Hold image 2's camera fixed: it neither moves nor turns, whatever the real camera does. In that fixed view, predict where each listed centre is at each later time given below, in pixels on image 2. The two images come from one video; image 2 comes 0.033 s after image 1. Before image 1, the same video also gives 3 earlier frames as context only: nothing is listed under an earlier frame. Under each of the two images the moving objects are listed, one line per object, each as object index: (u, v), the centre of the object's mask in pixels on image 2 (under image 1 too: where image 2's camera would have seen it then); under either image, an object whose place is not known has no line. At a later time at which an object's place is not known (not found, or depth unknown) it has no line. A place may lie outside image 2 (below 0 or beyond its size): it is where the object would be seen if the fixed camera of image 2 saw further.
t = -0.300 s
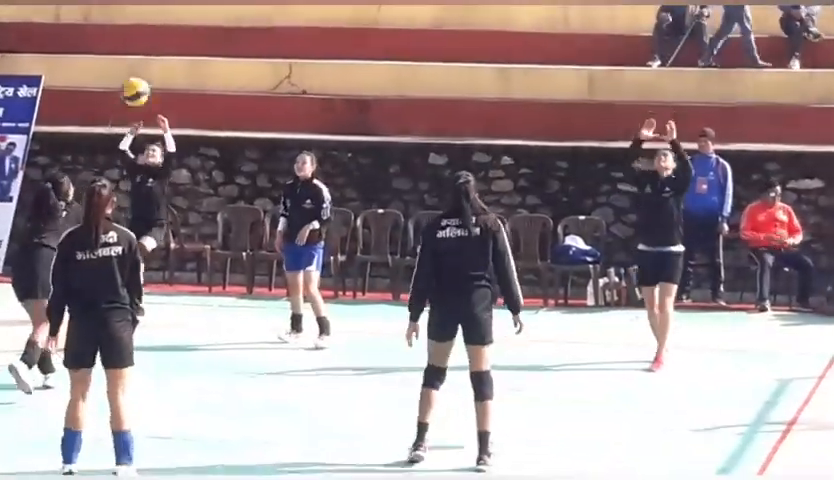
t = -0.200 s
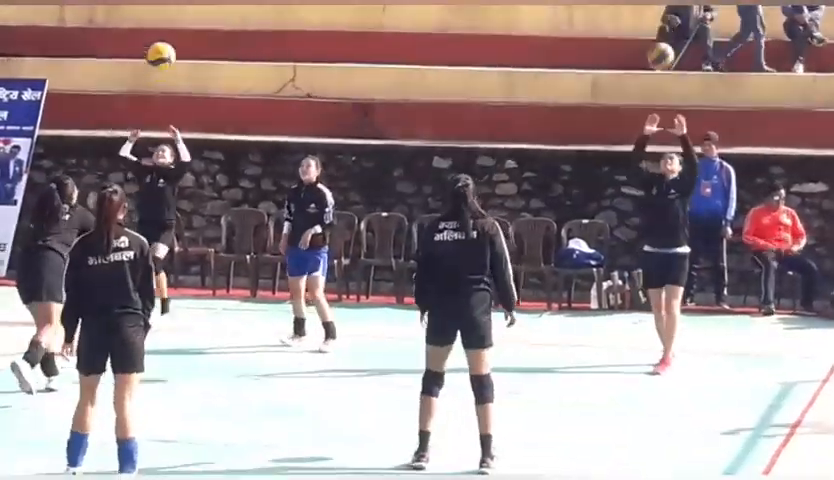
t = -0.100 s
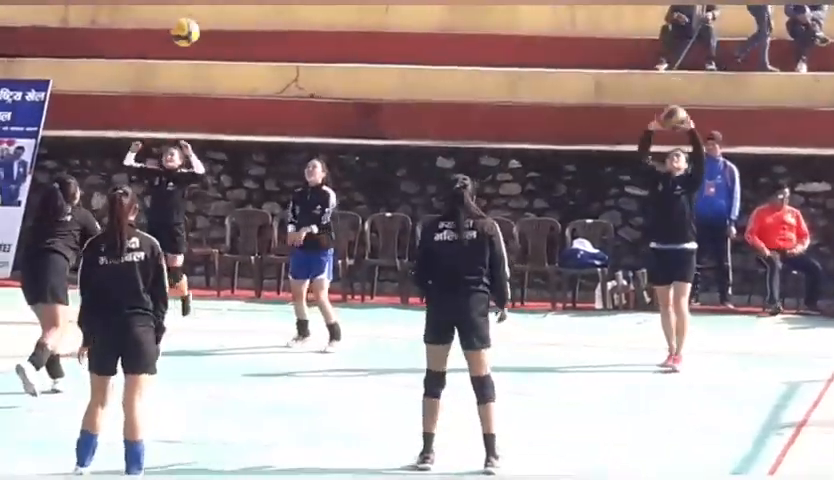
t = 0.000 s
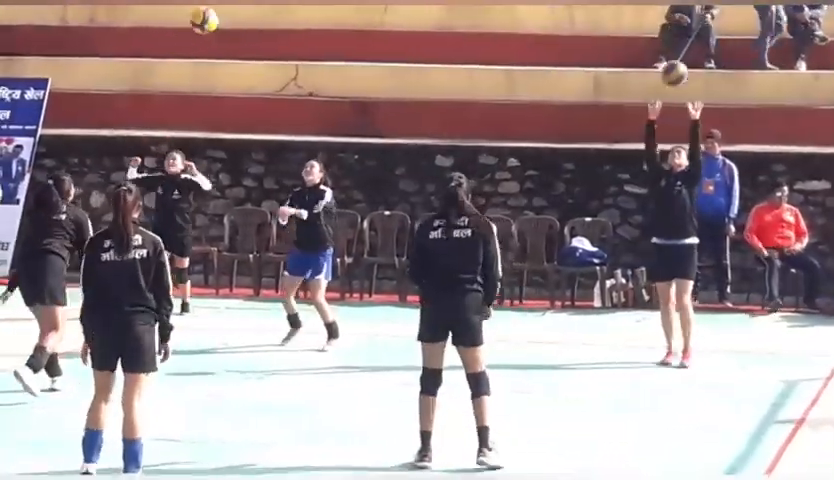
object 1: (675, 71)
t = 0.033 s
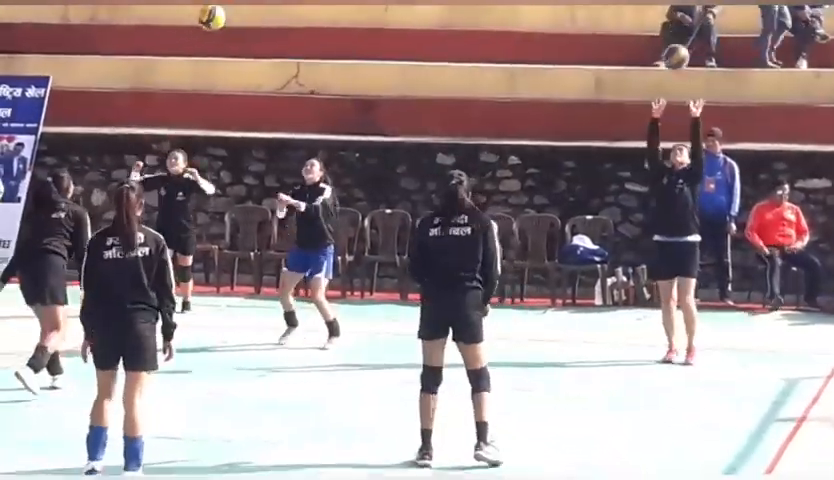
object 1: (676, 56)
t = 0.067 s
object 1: (676, 44)
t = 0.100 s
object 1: (675, 31)
